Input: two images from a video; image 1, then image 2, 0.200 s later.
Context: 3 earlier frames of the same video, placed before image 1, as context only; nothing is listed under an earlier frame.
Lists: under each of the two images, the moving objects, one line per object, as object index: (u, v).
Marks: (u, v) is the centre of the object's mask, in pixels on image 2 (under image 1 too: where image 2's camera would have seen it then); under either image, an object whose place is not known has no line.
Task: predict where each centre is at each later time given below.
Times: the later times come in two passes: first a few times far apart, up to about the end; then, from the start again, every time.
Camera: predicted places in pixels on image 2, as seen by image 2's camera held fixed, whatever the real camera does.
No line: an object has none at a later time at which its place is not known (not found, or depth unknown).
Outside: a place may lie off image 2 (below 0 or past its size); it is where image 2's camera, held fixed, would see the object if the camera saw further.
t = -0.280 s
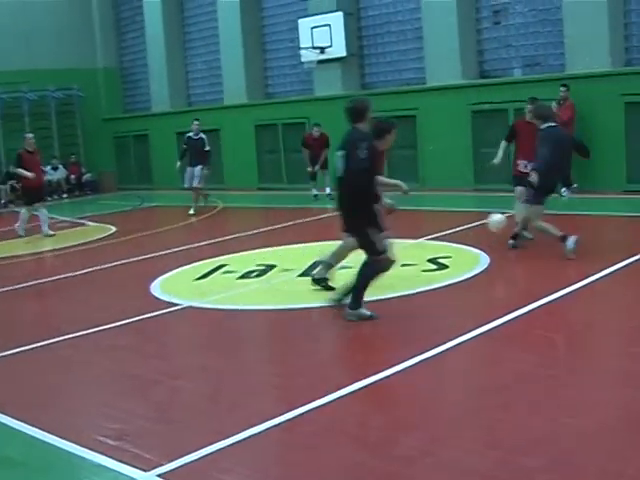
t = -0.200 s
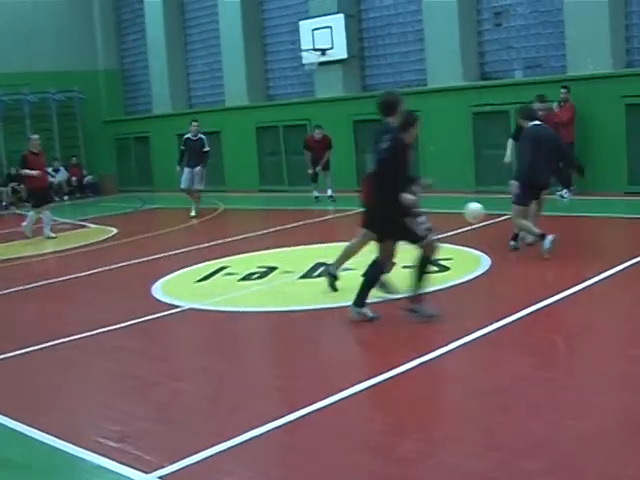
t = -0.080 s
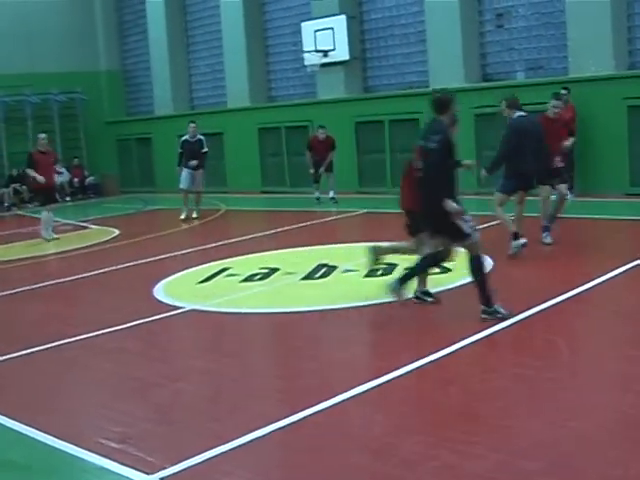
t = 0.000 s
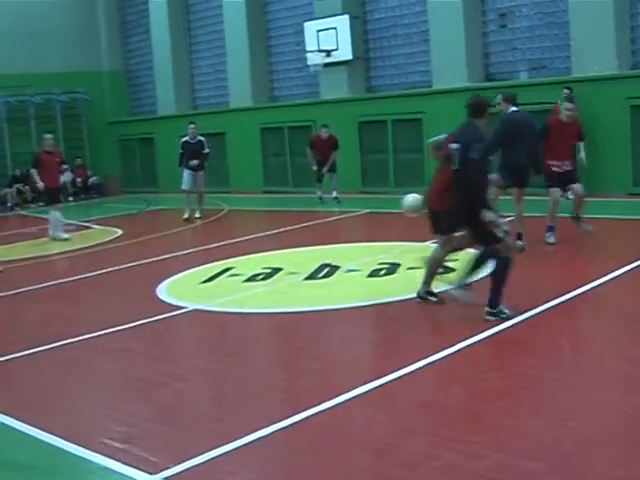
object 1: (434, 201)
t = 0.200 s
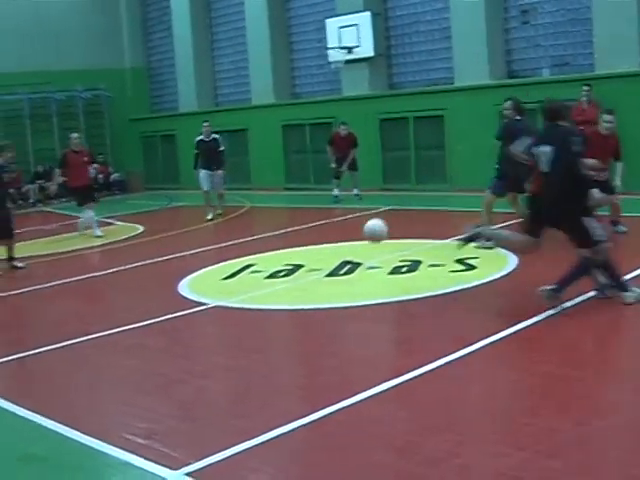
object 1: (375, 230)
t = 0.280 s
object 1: (350, 256)
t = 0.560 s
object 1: (284, 297)
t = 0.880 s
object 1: (227, 334)
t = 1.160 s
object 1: (175, 363)
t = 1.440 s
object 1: (111, 387)
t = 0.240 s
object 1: (363, 241)
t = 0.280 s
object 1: (350, 256)
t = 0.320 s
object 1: (338, 272)
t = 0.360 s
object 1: (325, 290)
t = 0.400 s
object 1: (314, 310)
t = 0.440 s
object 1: (305, 305)
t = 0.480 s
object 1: (298, 301)
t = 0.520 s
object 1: (291, 298)
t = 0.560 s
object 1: (284, 297)
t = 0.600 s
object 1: (277, 298)
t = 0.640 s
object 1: (270, 301)
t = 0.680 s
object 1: (262, 306)
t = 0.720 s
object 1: (257, 313)
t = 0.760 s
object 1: (250, 321)
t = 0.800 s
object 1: (243, 335)
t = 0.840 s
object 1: (235, 335)
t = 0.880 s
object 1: (227, 334)
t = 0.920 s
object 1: (221, 336)
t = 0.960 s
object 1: (214, 339)
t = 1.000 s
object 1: (206, 344)
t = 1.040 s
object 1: (199, 353)
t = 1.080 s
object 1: (191, 355)
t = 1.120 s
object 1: (183, 359)
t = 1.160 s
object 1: (175, 363)
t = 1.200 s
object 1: (167, 366)
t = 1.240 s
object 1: (157, 370)
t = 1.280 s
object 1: (148, 373)
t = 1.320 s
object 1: (139, 377)
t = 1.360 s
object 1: (130, 380)
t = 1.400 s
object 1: (121, 384)
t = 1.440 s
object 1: (111, 387)
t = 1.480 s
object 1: (101, 391)
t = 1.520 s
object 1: (92, 395)
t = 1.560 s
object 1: (81, 400)
